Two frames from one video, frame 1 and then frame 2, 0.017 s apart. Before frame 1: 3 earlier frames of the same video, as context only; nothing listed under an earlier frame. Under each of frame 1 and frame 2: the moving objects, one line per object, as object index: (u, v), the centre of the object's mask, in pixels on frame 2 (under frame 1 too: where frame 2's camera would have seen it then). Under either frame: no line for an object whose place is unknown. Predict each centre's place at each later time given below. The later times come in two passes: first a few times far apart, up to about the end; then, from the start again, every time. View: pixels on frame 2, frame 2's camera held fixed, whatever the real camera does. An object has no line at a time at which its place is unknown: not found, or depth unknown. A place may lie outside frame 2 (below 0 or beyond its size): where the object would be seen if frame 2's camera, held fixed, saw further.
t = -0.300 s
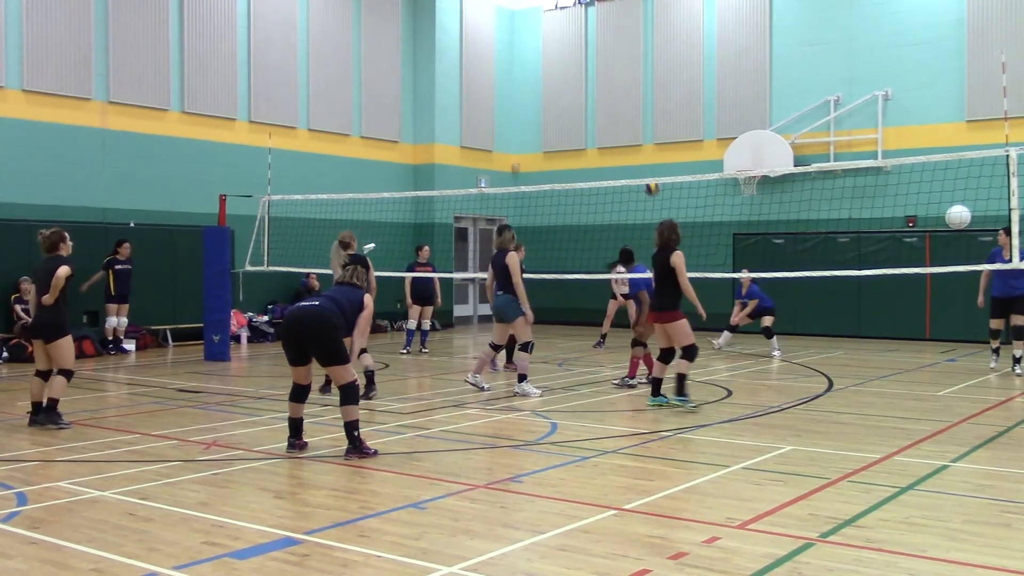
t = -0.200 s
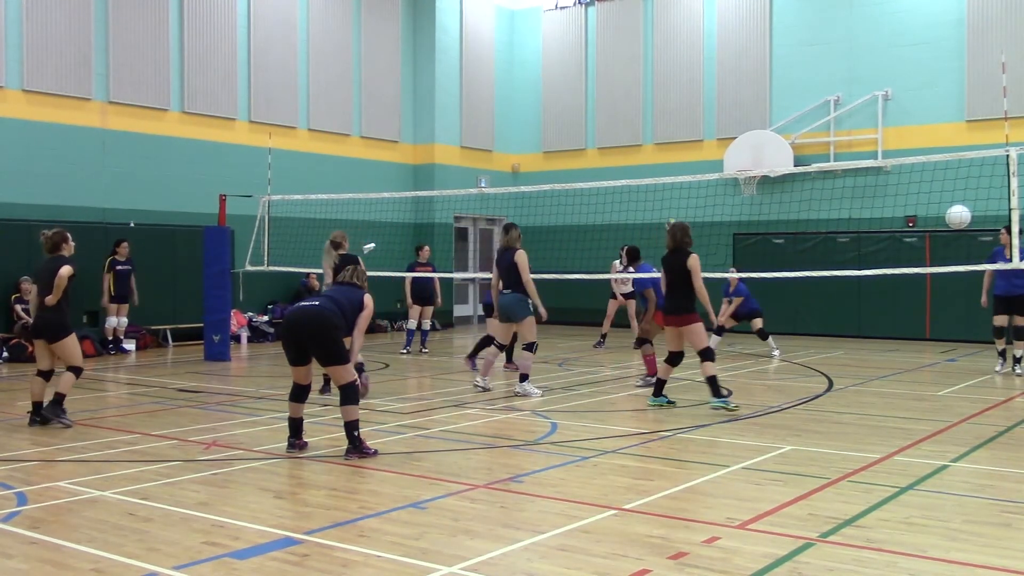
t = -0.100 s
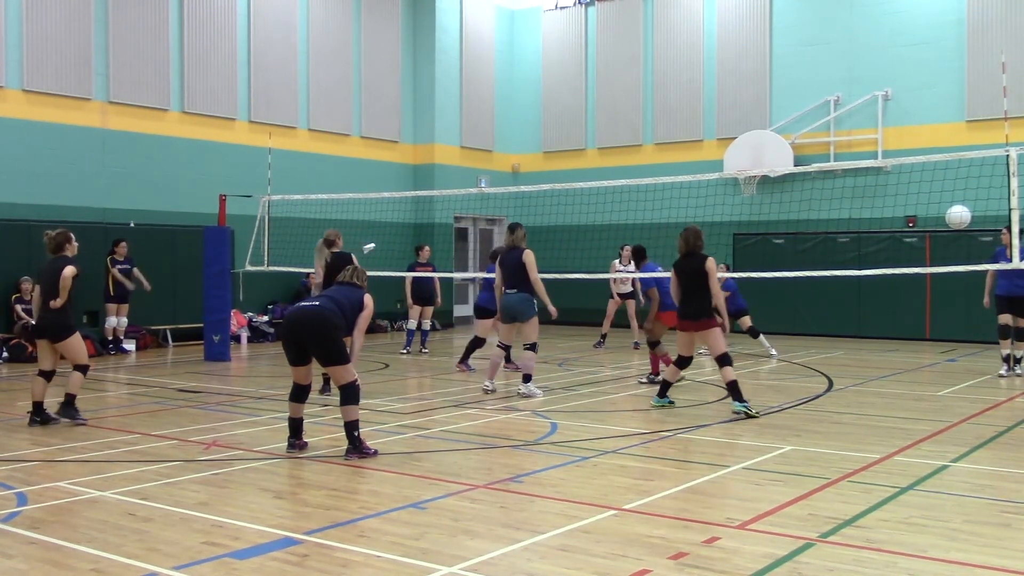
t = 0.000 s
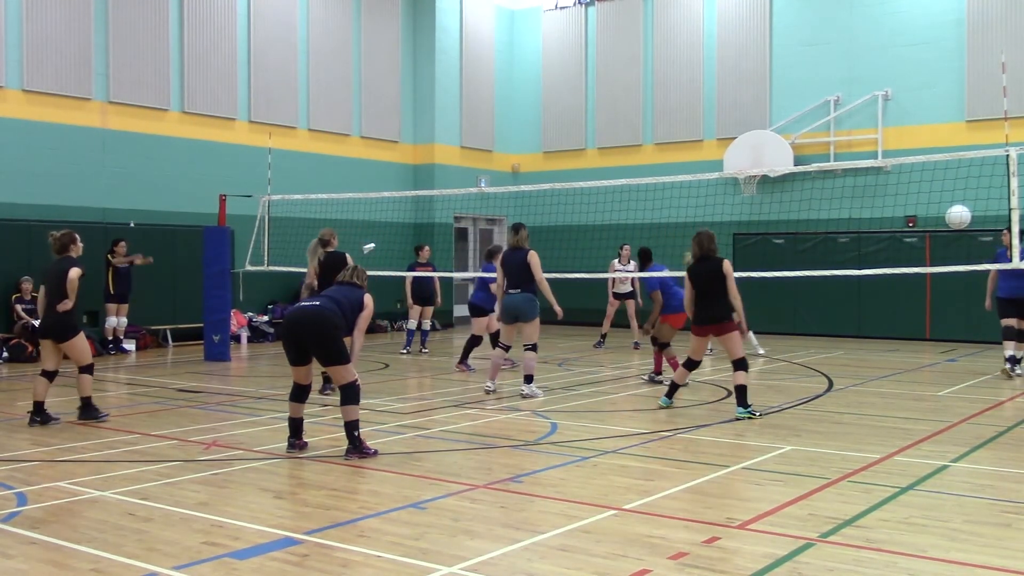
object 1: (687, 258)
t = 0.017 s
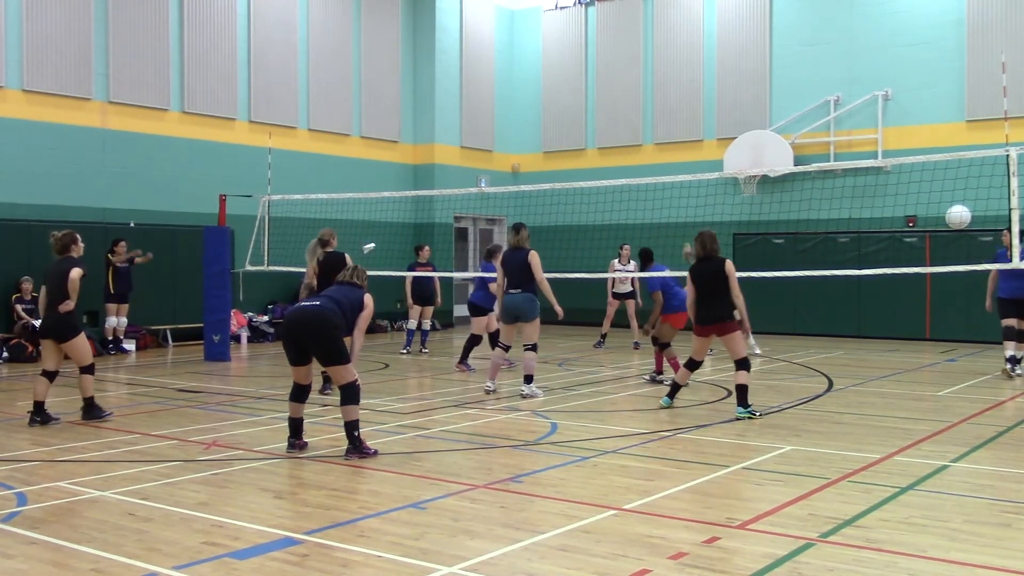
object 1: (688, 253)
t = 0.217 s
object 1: (663, 164)
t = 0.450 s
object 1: (633, 95)
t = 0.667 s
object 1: (605, 65)
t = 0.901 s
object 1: (574, 70)
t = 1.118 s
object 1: (544, 112)
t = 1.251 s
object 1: (525, 156)
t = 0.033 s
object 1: (685, 244)
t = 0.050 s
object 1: (684, 237)
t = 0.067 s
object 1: (682, 230)
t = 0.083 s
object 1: (680, 222)
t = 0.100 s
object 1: (677, 214)
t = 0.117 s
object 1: (675, 206)
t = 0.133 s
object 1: (673, 199)
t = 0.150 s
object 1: (671, 192)
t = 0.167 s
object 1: (669, 187)
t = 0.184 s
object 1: (667, 177)
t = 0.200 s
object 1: (665, 171)
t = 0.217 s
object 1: (663, 164)
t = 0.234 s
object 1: (661, 158)
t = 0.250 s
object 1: (658, 152)
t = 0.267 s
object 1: (657, 146)
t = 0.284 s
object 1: (655, 141)
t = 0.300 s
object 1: (653, 136)
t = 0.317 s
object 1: (651, 131)
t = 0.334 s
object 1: (649, 125)
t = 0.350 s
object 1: (647, 121)
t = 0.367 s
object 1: (644, 116)
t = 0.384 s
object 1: (642, 111)
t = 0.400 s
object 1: (640, 108)
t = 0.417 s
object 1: (638, 103)
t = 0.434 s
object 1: (636, 100)
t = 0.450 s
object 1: (633, 95)
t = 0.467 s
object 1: (631, 92)
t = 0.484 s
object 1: (629, 89)
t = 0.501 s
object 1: (627, 85)
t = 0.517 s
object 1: (625, 82)
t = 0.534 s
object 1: (622, 80)
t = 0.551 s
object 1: (621, 77)
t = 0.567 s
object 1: (618, 75)
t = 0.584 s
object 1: (616, 73)
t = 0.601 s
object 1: (614, 71)
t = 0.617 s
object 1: (611, 69)
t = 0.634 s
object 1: (609, 68)
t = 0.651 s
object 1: (607, 66)
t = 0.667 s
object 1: (605, 65)
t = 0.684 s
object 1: (603, 64)
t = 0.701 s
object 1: (601, 64)
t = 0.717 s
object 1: (599, 63)
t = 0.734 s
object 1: (596, 62)
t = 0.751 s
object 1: (594, 62)
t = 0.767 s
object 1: (592, 62)
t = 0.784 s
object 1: (590, 63)
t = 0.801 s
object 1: (587, 63)
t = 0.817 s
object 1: (585, 64)
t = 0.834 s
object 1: (583, 64)
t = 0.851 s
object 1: (581, 65)
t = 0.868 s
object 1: (578, 67)
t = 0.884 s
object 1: (576, 68)
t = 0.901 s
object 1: (574, 70)
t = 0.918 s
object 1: (572, 72)
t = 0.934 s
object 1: (570, 74)
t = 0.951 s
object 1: (567, 77)
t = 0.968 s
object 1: (565, 79)
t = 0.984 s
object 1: (562, 82)
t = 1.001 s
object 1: (560, 85)
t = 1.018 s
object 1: (558, 88)
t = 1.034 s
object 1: (556, 91)
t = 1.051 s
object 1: (553, 95)
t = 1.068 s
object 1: (551, 99)
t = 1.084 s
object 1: (549, 103)
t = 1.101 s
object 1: (546, 108)
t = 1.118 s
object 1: (544, 112)
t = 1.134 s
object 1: (542, 117)
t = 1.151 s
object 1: (539, 122)
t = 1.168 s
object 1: (537, 127)
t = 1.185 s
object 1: (535, 133)
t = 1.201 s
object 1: (533, 138)
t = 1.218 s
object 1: (530, 144)
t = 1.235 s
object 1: (528, 150)
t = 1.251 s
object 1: (525, 156)
